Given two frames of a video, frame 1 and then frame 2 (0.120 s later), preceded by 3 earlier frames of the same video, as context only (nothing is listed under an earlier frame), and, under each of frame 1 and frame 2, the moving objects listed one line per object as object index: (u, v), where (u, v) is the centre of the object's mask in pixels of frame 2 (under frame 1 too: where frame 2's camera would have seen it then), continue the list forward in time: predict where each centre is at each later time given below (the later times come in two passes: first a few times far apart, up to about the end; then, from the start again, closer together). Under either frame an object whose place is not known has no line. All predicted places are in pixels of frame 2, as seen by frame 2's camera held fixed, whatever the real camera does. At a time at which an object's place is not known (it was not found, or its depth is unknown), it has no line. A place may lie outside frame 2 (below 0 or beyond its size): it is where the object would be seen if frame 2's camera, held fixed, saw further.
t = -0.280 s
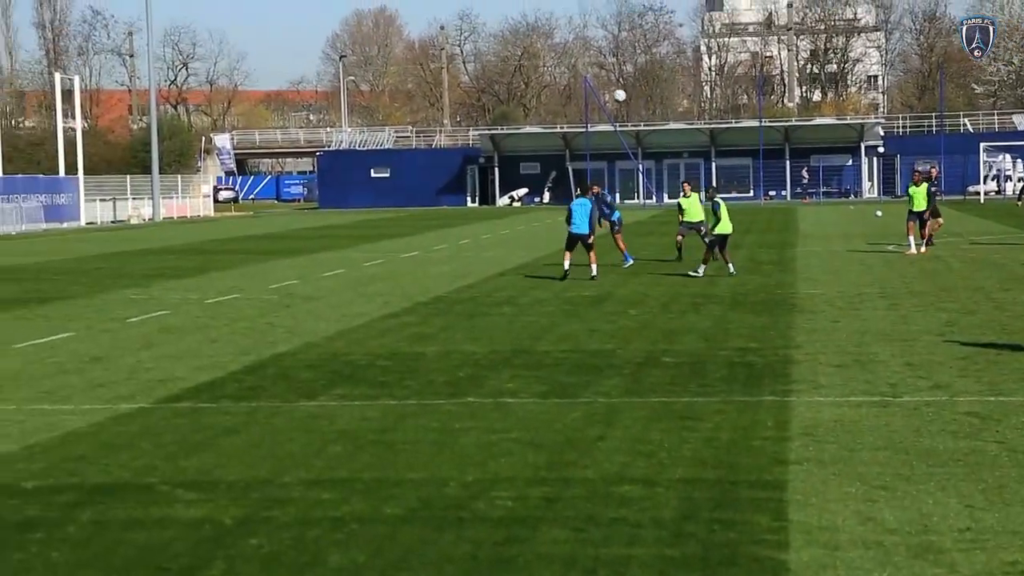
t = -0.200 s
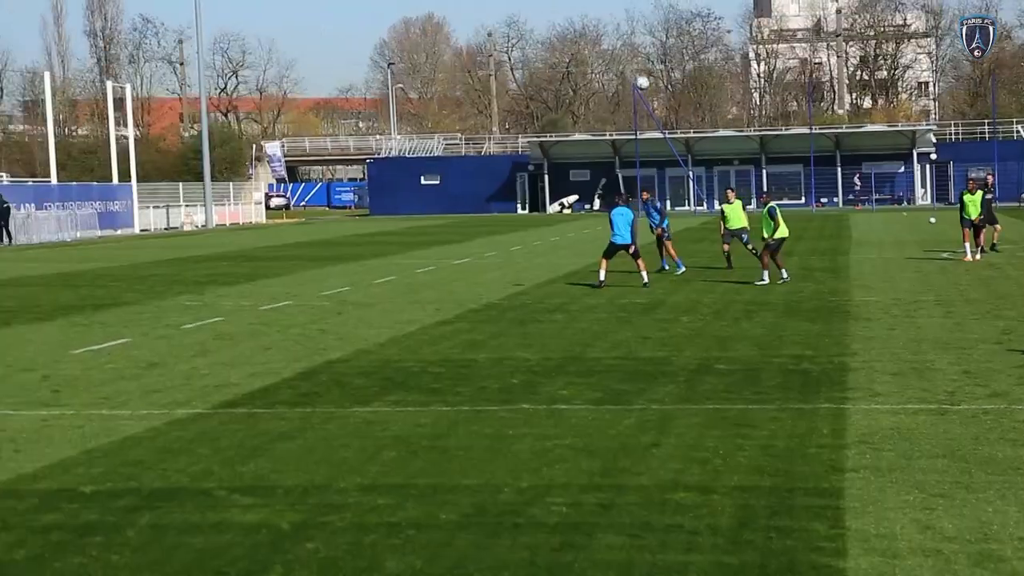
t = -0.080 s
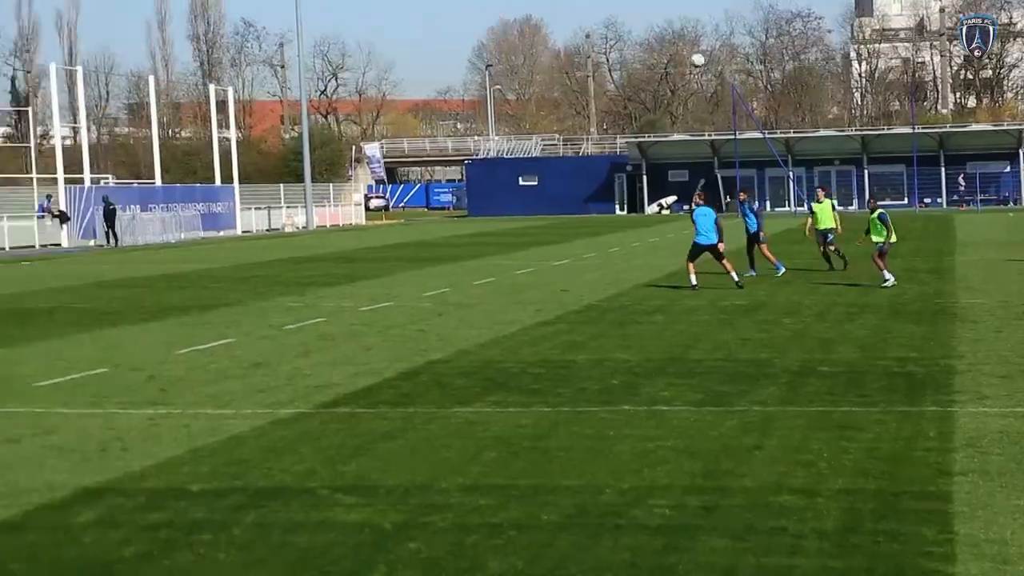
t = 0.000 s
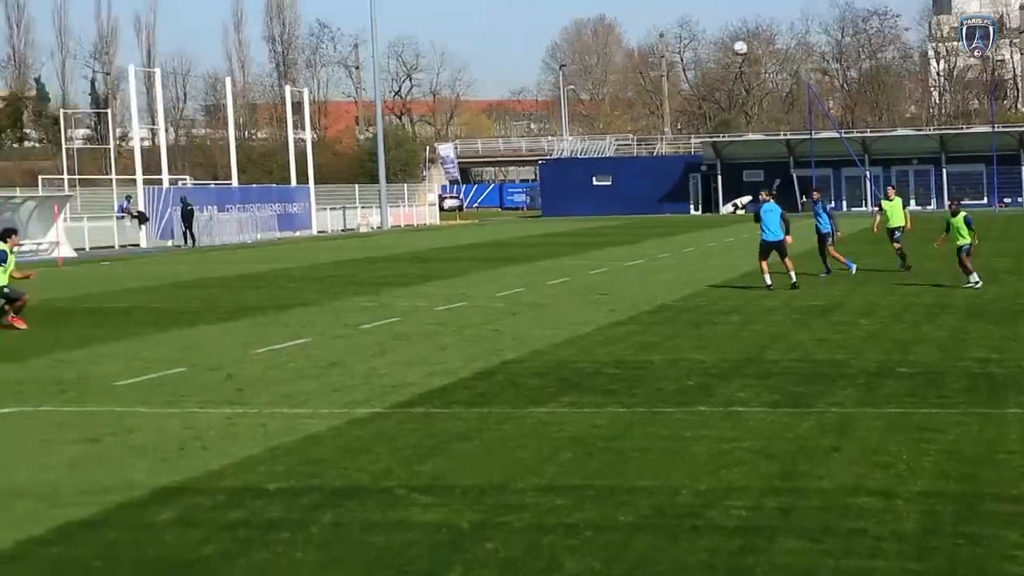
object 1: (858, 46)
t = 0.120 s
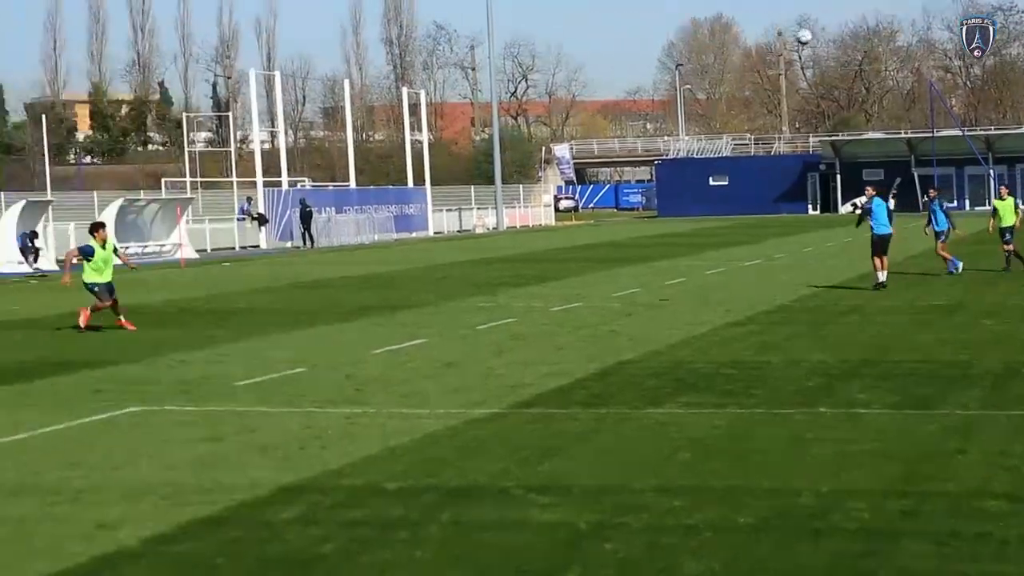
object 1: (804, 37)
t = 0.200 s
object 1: (765, 36)
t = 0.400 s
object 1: (656, 55)
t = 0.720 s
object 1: (438, 152)
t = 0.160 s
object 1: (784, 36)
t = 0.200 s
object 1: (765, 36)
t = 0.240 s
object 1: (744, 37)
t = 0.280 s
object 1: (724, 39)
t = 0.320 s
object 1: (702, 42)
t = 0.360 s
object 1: (679, 48)
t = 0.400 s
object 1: (656, 55)
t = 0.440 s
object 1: (632, 62)
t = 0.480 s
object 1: (606, 72)
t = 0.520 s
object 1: (581, 81)
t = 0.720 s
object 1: (438, 152)
